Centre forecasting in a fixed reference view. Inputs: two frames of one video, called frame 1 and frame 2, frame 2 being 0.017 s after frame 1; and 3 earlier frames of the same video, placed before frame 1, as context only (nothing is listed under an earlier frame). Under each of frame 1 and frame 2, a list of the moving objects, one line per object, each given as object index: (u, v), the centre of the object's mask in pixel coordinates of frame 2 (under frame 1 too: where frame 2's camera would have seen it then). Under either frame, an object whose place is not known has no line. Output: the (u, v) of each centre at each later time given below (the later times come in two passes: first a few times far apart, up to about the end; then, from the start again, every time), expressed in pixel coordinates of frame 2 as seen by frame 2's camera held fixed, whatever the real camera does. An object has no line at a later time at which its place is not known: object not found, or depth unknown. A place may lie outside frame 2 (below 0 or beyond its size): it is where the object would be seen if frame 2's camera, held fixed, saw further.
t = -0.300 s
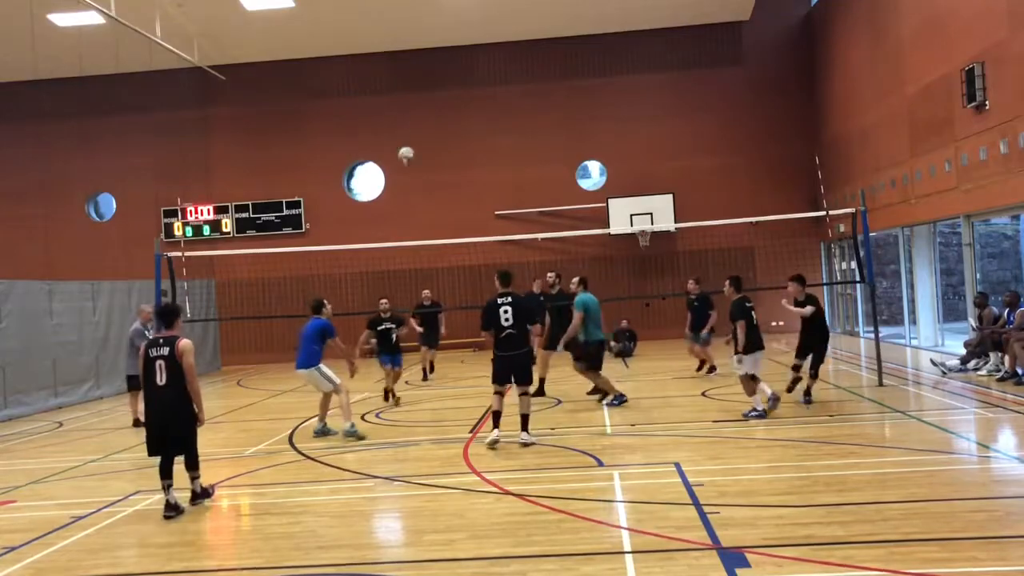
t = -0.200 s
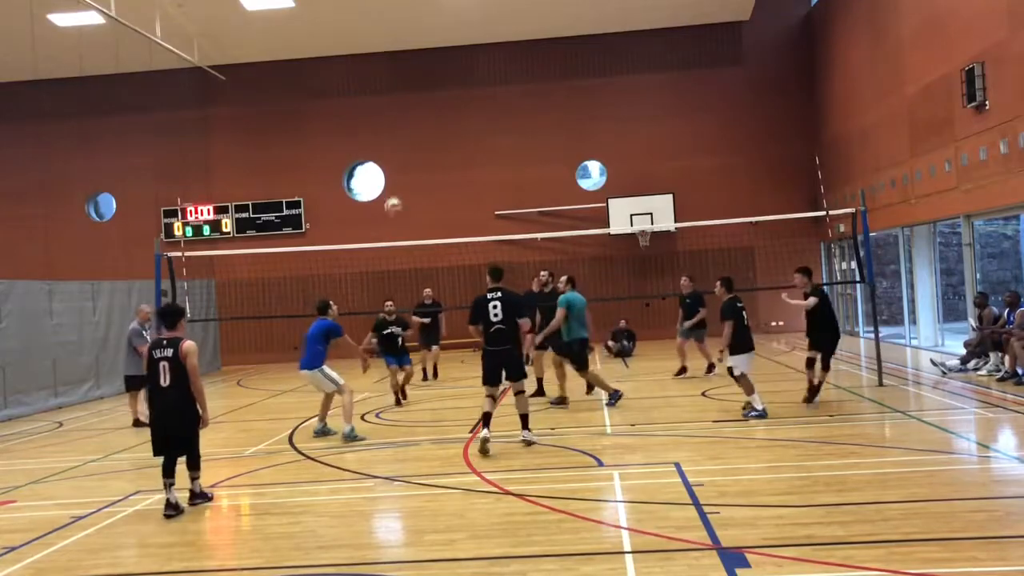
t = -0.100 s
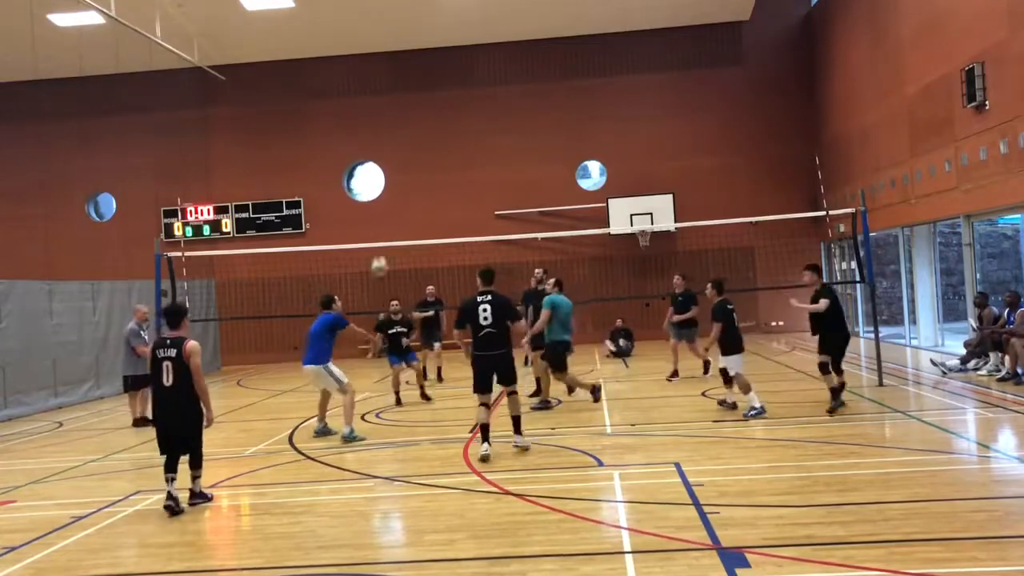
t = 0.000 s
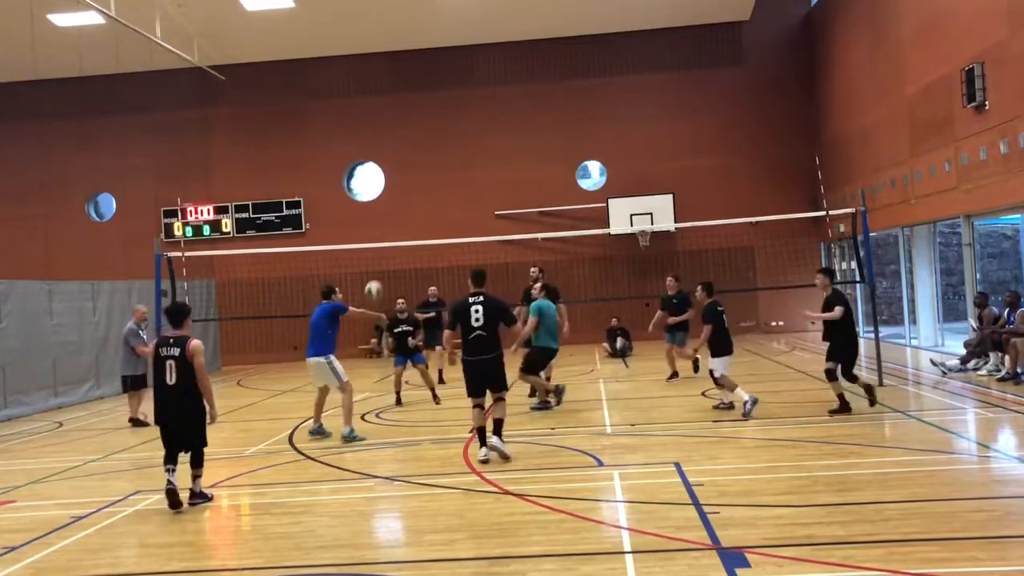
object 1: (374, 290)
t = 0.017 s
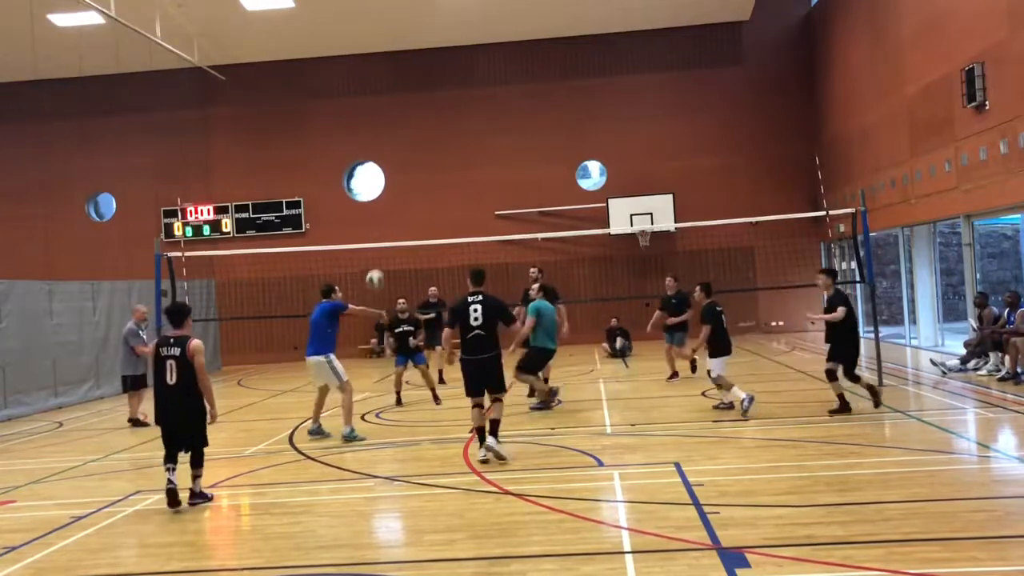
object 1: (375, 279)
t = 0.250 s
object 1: (392, 148)
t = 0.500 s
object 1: (413, 65)
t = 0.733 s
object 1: (435, 34)
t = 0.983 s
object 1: (459, 49)
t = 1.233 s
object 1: (486, 112)
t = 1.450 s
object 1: (508, 196)
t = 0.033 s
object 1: (376, 267)
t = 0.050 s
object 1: (376, 256)
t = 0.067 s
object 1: (377, 245)
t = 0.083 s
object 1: (378, 235)
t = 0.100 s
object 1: (379, 228)
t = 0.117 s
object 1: (381, 217)
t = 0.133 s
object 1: (383, 208)
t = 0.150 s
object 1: (384, 197)
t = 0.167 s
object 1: (387, 188)
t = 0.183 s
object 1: (388, 180)
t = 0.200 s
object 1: (389, 172)
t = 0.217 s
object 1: (390, 164)
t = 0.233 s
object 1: (391, 156)
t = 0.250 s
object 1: (392, 148)
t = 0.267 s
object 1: (394, 141)
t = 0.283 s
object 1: (395, 134)
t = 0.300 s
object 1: (396, 127)
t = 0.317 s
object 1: (398, 122)
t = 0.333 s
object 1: (399, 116)
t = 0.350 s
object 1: (400, 110)
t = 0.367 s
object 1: (402, 104)
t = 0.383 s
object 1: (403, 98)
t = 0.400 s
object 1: (405, 92)
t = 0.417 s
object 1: (406, 88)
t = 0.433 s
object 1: (407, 83)
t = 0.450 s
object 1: (409, 78)
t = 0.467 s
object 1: (410, 74)
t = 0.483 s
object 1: (411, 70)
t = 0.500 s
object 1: (413, 65)
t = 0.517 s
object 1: (415, 62)
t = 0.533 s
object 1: (416, 58)
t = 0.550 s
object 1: (417, 56)
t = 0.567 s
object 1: (419, 52)
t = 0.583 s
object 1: (420, 50)
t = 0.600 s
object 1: (422, 48)
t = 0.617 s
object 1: (423, 45)
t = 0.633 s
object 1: (425, 43)
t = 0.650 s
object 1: (427, 41)
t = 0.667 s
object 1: (428, 39)
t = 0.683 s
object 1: (430, 36)
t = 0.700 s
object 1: (432, 36)
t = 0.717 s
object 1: (434, 35)
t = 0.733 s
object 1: (435, 34)
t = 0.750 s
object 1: (436, 34)
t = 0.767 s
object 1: (437, 34)
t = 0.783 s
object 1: (439, 34)
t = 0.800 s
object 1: (440, 34)
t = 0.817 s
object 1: (442, 34)
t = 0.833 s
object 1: (444, 34)
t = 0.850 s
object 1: (445, 36)
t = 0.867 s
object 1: (448, 37)
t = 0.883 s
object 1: (449, 38)
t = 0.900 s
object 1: (451, 39)
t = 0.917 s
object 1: (453, 41)
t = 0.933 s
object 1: (454, 43)
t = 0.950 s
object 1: (456, 45)
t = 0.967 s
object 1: (458, 47)
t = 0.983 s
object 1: (459, 49)
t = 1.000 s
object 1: (461, 52)
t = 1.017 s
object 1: (463, 55)
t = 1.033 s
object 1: (464, 58)
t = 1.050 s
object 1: (466, 62)
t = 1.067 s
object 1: (468, 66)
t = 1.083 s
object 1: (469, 70)
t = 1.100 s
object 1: (471, 74)
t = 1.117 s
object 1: (473, 78)
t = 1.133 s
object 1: (474, 82)
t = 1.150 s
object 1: (476, 87)
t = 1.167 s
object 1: (478, 91)
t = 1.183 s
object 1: (480, 96)
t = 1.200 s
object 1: (482, 101)
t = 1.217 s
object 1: (484, 106)
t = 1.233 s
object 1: (486, 112)
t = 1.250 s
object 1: (487, 117)
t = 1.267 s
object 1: (489, 122)
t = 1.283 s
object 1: (491, 128)
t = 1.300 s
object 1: (491, 134)
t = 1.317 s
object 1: (493, 140)
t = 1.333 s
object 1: (495, 147)
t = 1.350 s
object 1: (497, 153)
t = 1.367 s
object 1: (499, 160)
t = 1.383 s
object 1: (501, 167)
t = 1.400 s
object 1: (503, 174)
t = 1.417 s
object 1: (504, 181)
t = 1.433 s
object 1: (506, 189)
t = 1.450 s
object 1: (508, 196)
